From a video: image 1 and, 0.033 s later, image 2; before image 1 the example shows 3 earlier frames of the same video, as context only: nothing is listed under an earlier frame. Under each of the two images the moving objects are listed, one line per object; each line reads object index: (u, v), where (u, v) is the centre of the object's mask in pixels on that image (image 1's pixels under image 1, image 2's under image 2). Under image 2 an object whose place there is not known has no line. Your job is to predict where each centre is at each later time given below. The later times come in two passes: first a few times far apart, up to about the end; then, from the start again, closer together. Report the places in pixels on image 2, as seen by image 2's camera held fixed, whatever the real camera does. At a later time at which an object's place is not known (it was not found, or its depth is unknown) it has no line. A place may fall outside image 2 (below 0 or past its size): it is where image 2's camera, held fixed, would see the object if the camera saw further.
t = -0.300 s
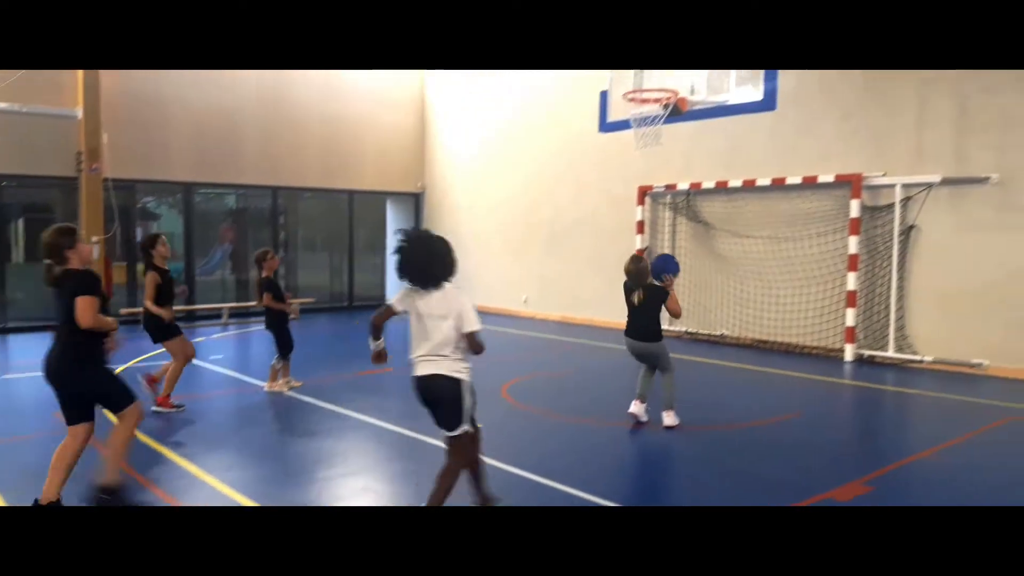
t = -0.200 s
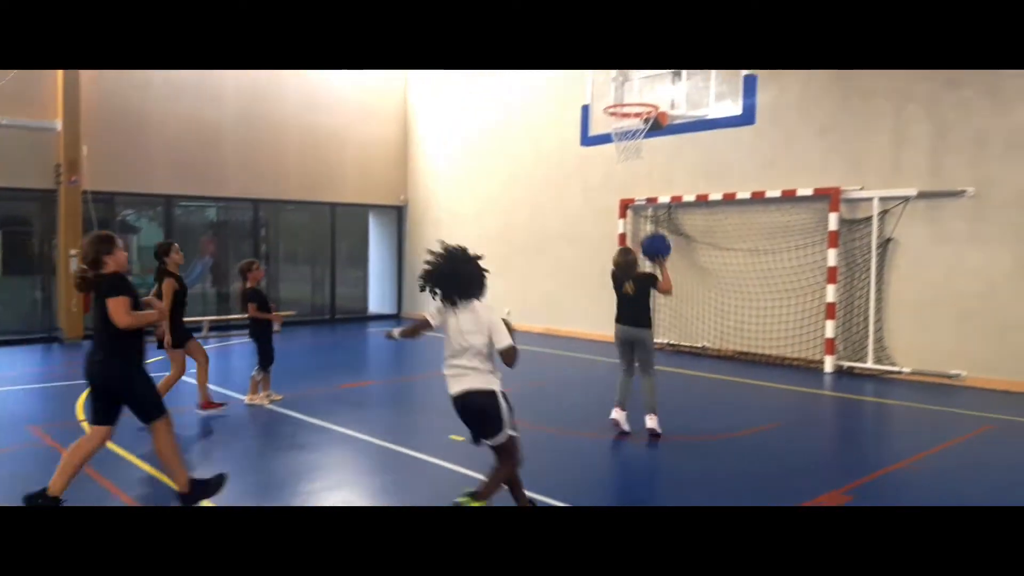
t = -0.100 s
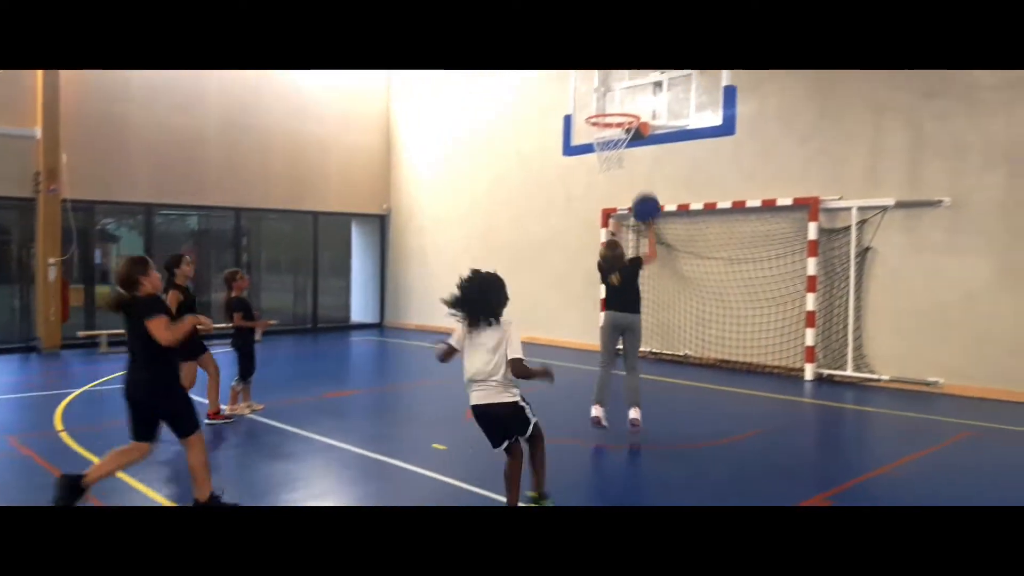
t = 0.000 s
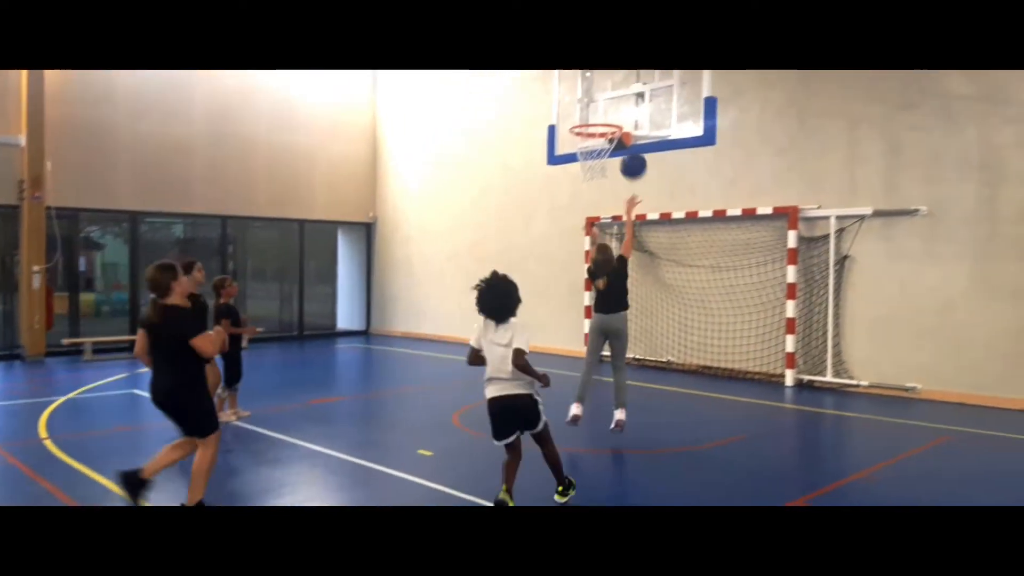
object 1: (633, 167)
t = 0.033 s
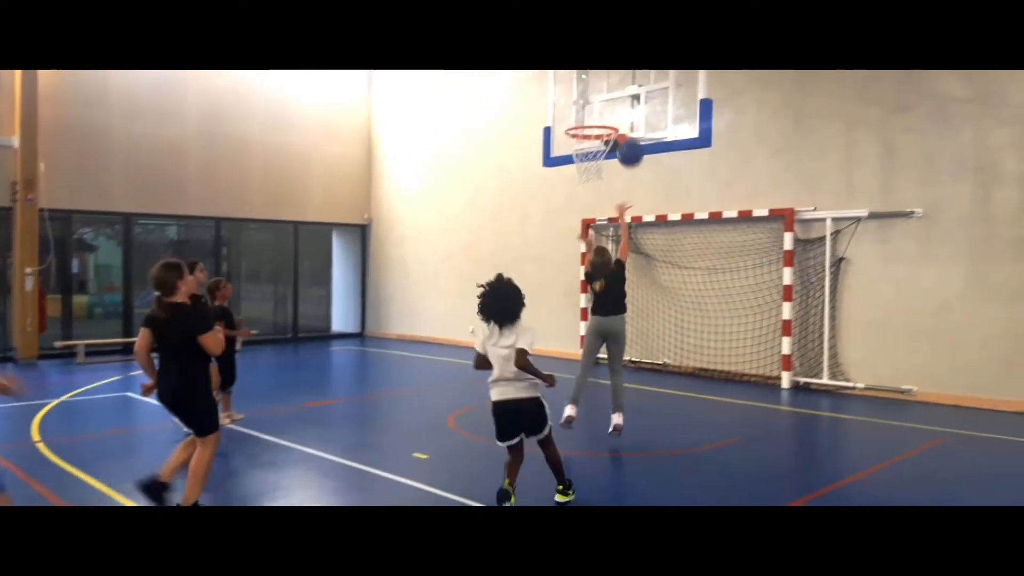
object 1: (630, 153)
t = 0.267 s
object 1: (638, 97)
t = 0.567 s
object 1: (590, 112)
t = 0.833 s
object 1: (563, 114)
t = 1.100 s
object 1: (531, 153)
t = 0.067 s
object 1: (632, 140)
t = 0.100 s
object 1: (633, 130)
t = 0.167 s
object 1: (635, 112)
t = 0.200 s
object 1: (636, 105)
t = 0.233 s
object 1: (637, 101)
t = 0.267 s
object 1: (638, 97)
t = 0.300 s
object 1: (638, 95)
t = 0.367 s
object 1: (627, 94)
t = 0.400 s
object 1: (621, 95)
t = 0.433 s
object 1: (615, 97)
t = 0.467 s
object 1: (608, 100)
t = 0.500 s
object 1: (602, 105)
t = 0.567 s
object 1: (590, 112)
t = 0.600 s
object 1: (587, 109)
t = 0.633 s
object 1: (584, 107)
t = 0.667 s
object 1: (581, 106)
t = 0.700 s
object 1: (577, 107)
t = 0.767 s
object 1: (570, 111)
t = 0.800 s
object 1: (567, 114)
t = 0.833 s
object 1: (563, 114)
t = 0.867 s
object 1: (559, 115)
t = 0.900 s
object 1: (556, 117)
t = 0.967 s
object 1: (547, 124)
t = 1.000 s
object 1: (543, 129)
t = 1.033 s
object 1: (539, 136)
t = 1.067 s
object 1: (535, 144)
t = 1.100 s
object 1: (531, 153)
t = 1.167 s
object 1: (523, 175)
